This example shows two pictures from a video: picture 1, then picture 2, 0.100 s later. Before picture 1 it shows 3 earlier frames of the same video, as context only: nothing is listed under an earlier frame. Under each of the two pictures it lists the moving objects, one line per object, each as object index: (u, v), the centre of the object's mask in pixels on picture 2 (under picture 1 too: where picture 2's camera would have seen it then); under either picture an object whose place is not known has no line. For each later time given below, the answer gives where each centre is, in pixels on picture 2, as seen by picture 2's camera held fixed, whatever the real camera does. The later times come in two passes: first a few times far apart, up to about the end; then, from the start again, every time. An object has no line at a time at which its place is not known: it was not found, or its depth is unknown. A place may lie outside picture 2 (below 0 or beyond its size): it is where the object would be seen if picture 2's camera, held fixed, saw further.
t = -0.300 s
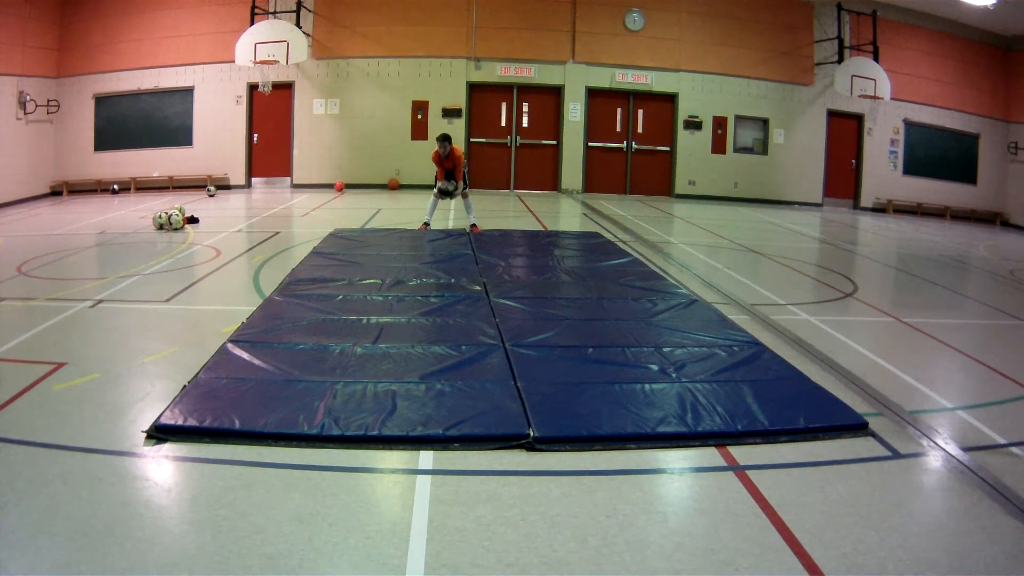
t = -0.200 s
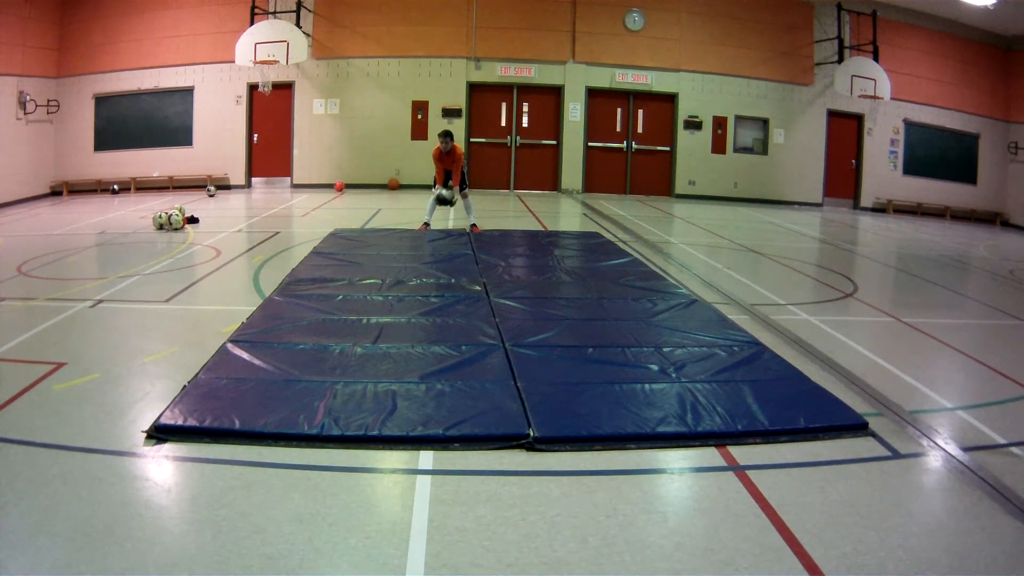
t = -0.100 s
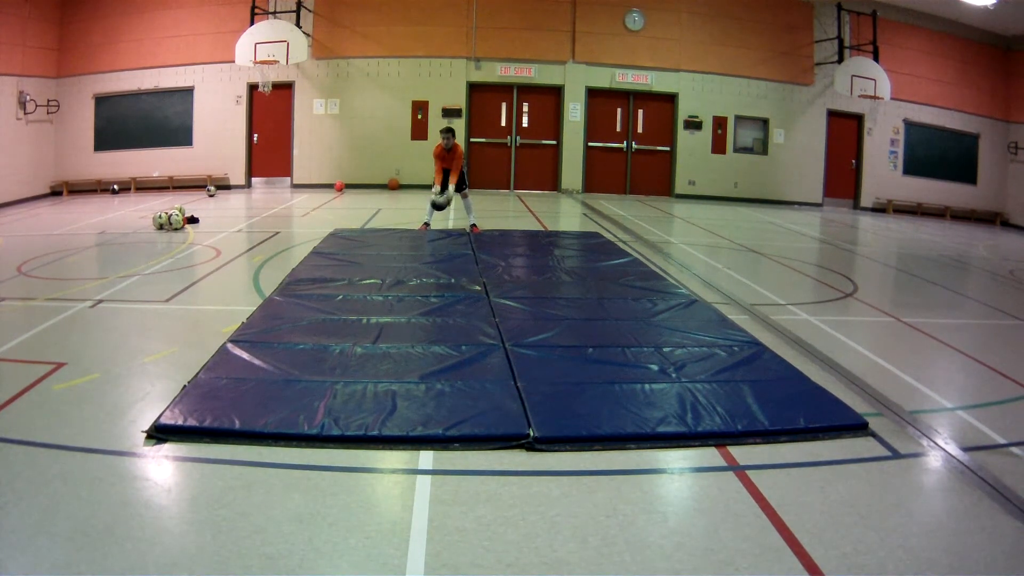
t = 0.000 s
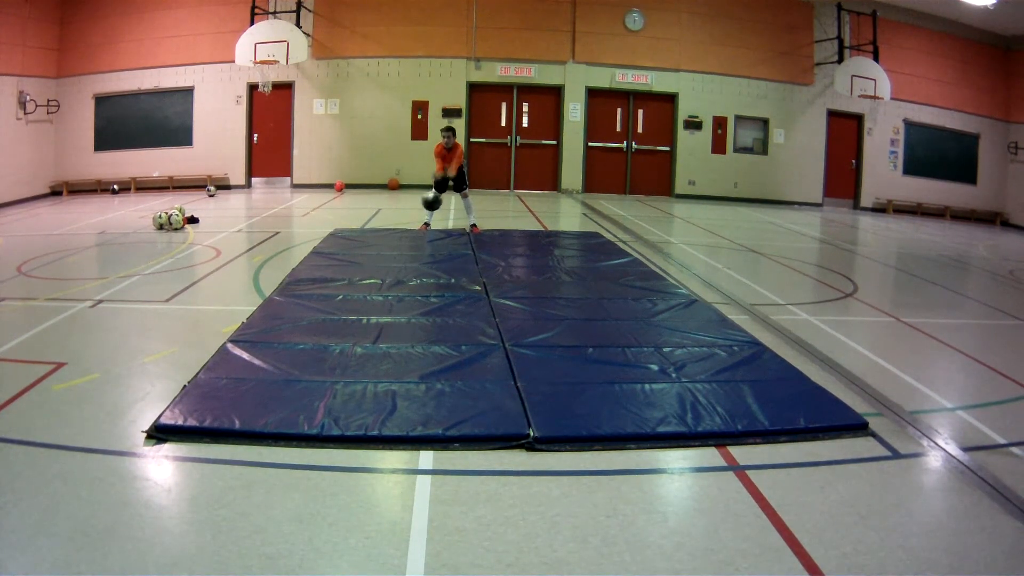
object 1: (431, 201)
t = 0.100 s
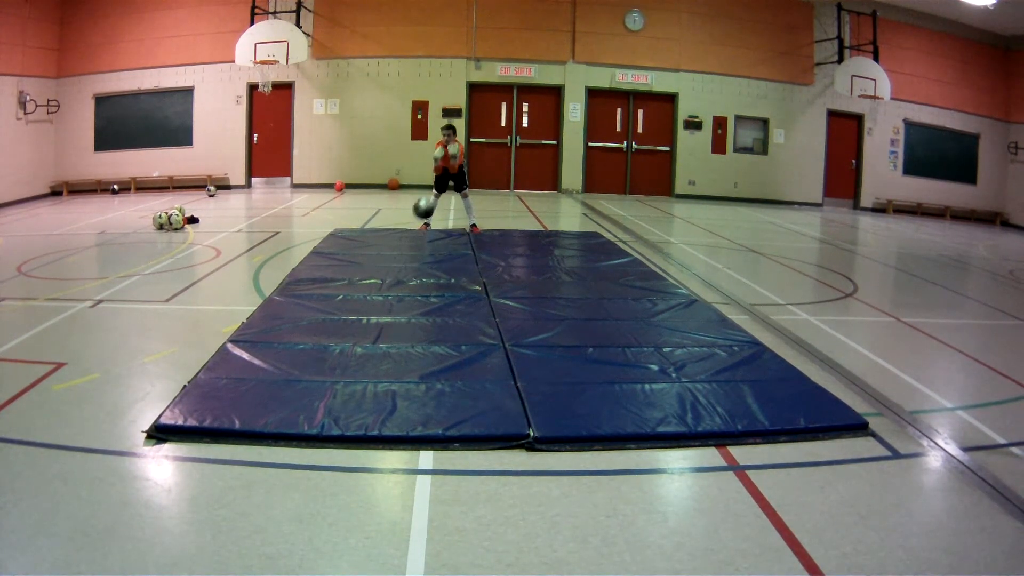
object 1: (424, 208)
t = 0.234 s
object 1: (411, 235)
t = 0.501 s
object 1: (384, 250)
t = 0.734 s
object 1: (358, 269)
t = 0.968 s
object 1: (327, 289)
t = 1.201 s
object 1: (290, 309)
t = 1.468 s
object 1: (238, 336)
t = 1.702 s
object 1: (184, 366)
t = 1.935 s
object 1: (114, 407)
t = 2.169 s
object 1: (31, 460)
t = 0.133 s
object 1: (420, 214)
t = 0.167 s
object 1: (417, 220)
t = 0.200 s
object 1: (413, 227)
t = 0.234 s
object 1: (411, 235)
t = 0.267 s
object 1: (407, 245)
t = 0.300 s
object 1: (403, 244)
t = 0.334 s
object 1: (400, 242)
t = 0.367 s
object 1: (398, 241)
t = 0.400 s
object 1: (394, 241)
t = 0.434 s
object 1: (391, 243)
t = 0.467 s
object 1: (388, 245)
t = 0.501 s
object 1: (384, 250)
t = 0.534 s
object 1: (380, 255)
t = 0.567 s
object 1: (376, 262)
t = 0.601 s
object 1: (373, 260)
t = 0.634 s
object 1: (369, 260)
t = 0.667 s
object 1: (366, 261)
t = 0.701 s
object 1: (362, 264)
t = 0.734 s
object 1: (358, 269)
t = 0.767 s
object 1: (353, 275)
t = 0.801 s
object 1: (349, 276)
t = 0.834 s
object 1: (345, 276)
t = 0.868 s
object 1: (341, 279)
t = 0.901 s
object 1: (336, 281)
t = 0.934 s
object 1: (331, 284)
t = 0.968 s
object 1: (327, 289)
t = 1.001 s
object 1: (322, 290)
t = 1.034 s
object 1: (316, 292)
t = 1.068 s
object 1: (312, 297)
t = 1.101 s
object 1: (306, 300)
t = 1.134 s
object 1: (300, 302)
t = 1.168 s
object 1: (295, 303)
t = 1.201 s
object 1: (290, 309)
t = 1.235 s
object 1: (283, 312)
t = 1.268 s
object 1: (277, 315)
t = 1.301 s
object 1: (271, 318)
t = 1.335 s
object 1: (264, 321)
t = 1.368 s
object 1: (257, 324)
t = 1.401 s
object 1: (251, 326)
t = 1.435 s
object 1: (245, 329)
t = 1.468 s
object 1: (238, 336)
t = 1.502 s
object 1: (230, 341)
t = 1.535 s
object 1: (223, 344)
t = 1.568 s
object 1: (215, 348)
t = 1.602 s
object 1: (207, 353)
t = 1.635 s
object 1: (200, 356)
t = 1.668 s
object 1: (192, 360)
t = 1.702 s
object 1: (184, 366)
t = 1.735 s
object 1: (176, 370)
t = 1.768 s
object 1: (166, 376)
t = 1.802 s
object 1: (157, 383)
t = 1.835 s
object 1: (147, 391)
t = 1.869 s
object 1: (136, 402)
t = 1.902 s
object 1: (124, 403)
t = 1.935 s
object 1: (114, 407)
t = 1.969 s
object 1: (103, 414)
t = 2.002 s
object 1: (92, 425)
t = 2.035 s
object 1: (80, 430)
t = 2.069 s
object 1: (68, 435)
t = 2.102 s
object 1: (56, 443)
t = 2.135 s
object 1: (43, 453)
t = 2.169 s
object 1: (31, 460)
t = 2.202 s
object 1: (19, 466)
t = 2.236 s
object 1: (14, 476)
